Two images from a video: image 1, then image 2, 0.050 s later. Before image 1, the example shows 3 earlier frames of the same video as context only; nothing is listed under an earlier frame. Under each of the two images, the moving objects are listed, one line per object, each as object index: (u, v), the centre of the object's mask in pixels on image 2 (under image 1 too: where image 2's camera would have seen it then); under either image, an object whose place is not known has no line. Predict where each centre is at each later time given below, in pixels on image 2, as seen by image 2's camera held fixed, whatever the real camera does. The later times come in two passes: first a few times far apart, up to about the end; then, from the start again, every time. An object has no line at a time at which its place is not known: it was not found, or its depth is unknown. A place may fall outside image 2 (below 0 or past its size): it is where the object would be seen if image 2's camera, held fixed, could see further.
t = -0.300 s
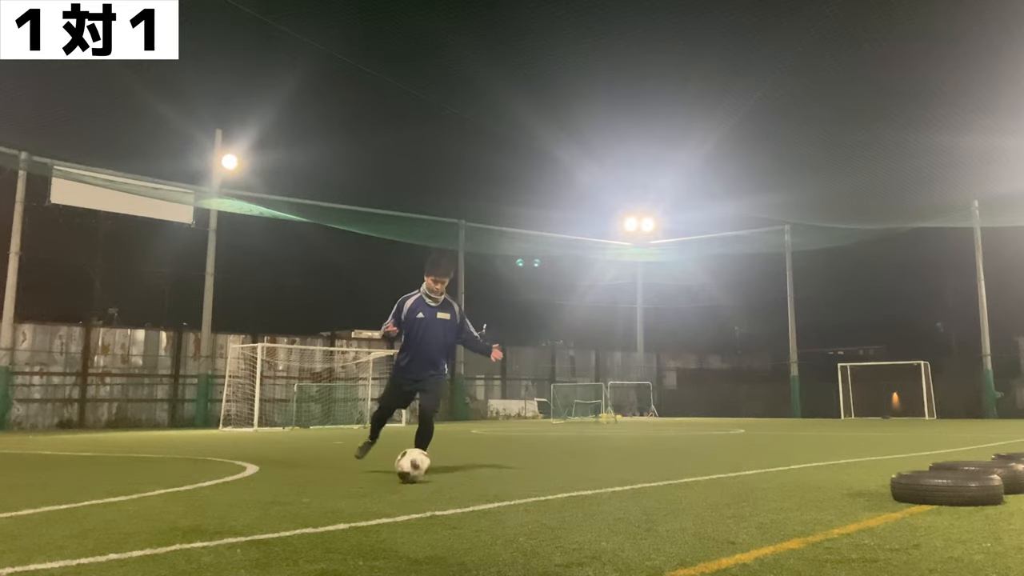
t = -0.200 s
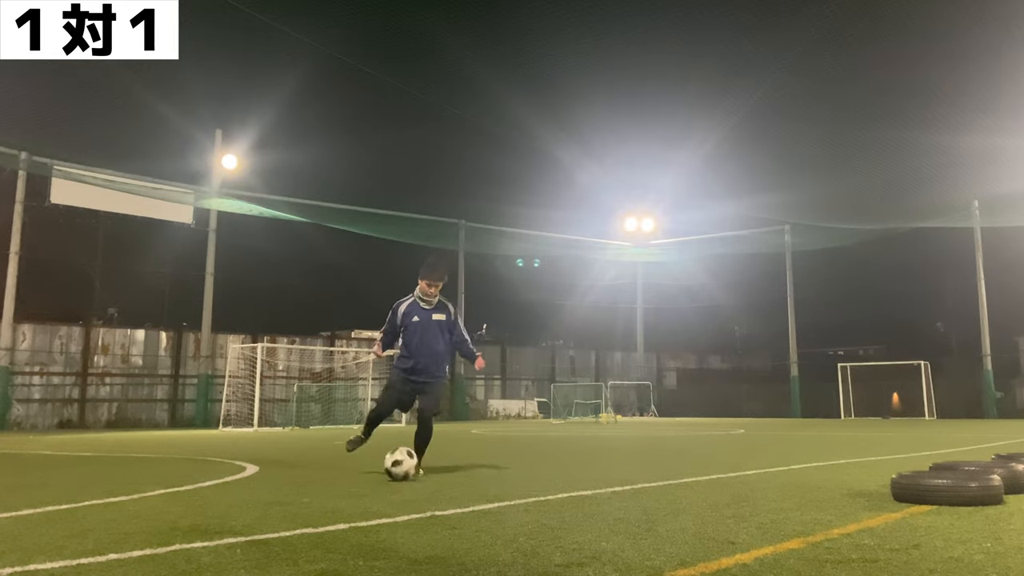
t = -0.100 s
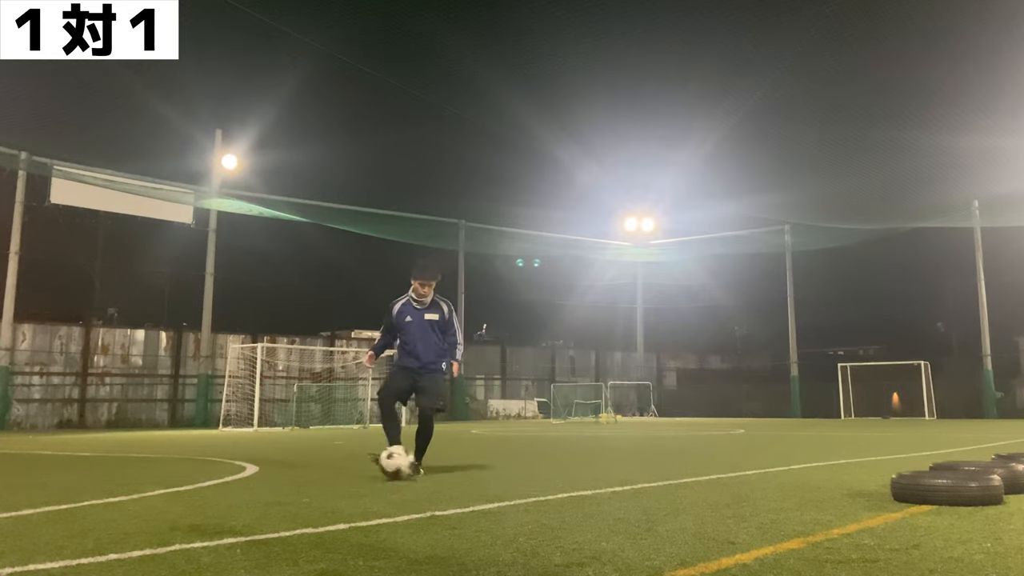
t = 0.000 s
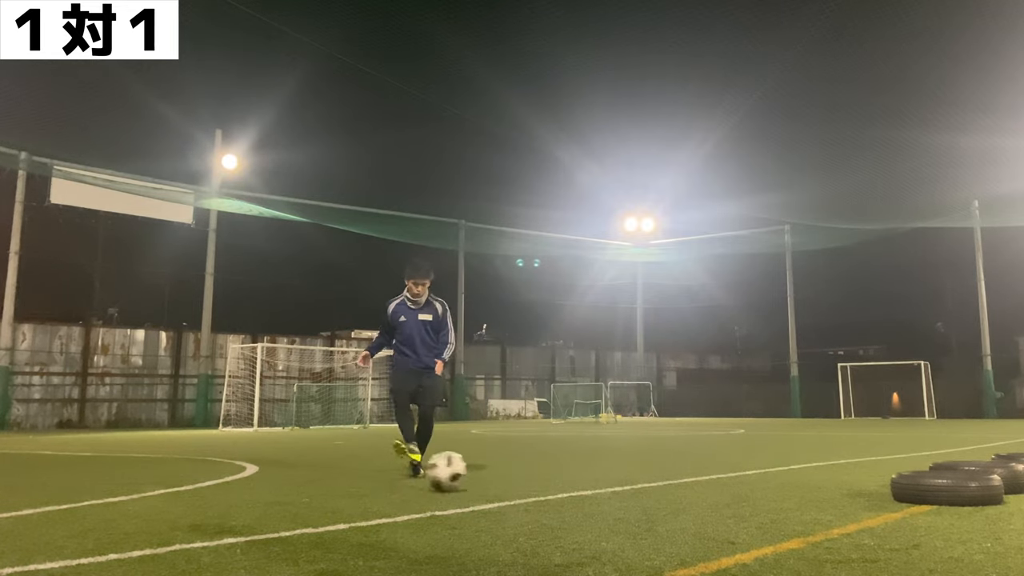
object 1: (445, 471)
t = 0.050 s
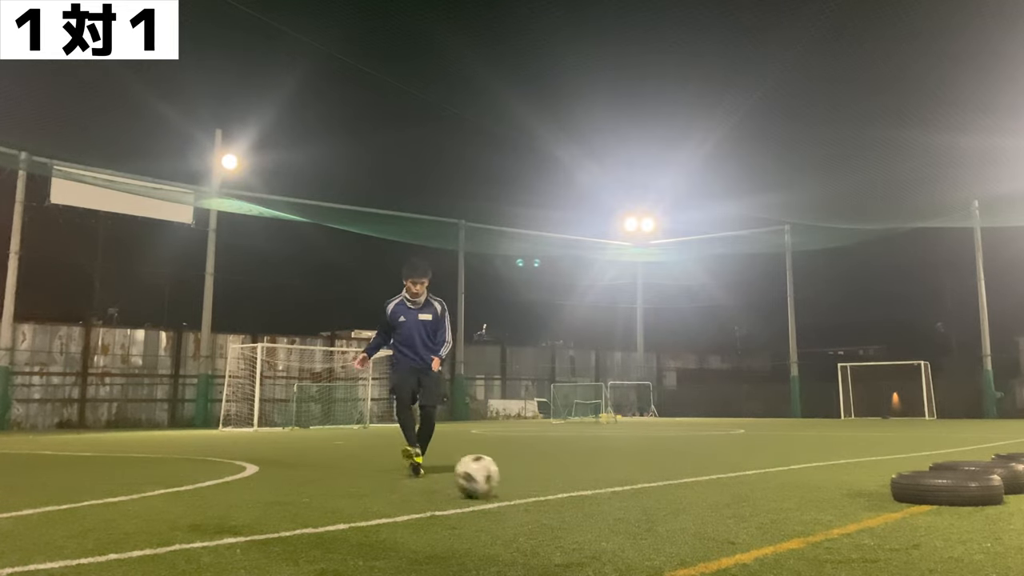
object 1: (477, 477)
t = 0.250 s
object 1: (657, 511)
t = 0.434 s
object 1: (986, 548)
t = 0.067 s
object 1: (488, 479)
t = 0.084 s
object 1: (499, 481)
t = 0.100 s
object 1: (511, 483)
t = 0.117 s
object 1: (523, 485)
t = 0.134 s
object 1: (537, 487)
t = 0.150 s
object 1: (553, 491)
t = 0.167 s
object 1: (567, 494)
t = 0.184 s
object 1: (583, 497)
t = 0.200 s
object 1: (600, 500)
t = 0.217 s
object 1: (618, 503)
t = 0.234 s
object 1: (636, 507)
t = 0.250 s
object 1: (657, 511)
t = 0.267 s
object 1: (678, 513)
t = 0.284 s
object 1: (702, 518)
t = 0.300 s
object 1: (726, 521)
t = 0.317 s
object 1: (753, 526)
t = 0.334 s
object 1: (781, 533)
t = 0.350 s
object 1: (811, 537)
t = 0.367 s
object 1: (841, 538)
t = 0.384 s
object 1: (876, 540)
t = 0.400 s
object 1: (915, 543)
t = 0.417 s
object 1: (957, 546)
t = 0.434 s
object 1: (986, 548)
